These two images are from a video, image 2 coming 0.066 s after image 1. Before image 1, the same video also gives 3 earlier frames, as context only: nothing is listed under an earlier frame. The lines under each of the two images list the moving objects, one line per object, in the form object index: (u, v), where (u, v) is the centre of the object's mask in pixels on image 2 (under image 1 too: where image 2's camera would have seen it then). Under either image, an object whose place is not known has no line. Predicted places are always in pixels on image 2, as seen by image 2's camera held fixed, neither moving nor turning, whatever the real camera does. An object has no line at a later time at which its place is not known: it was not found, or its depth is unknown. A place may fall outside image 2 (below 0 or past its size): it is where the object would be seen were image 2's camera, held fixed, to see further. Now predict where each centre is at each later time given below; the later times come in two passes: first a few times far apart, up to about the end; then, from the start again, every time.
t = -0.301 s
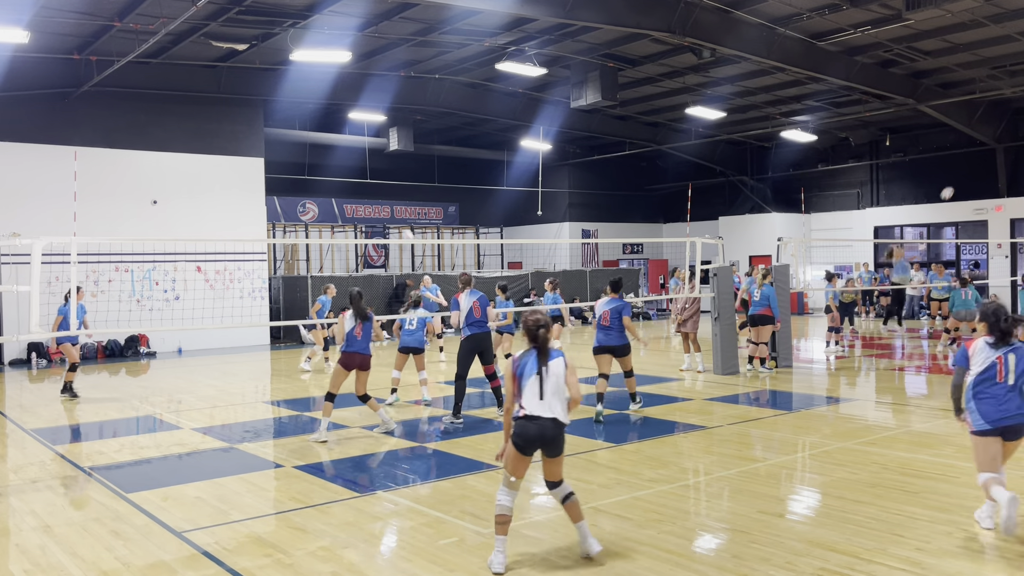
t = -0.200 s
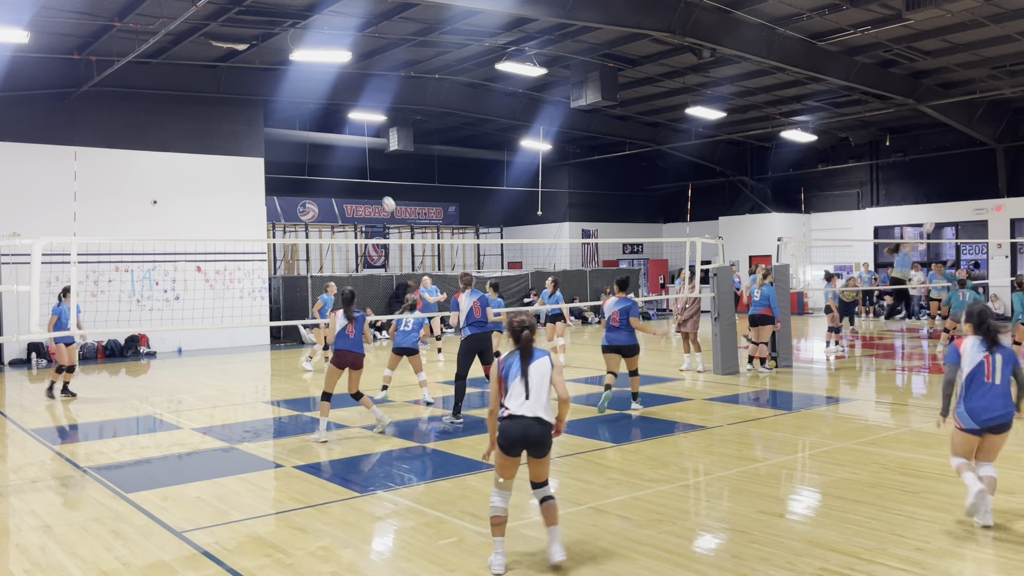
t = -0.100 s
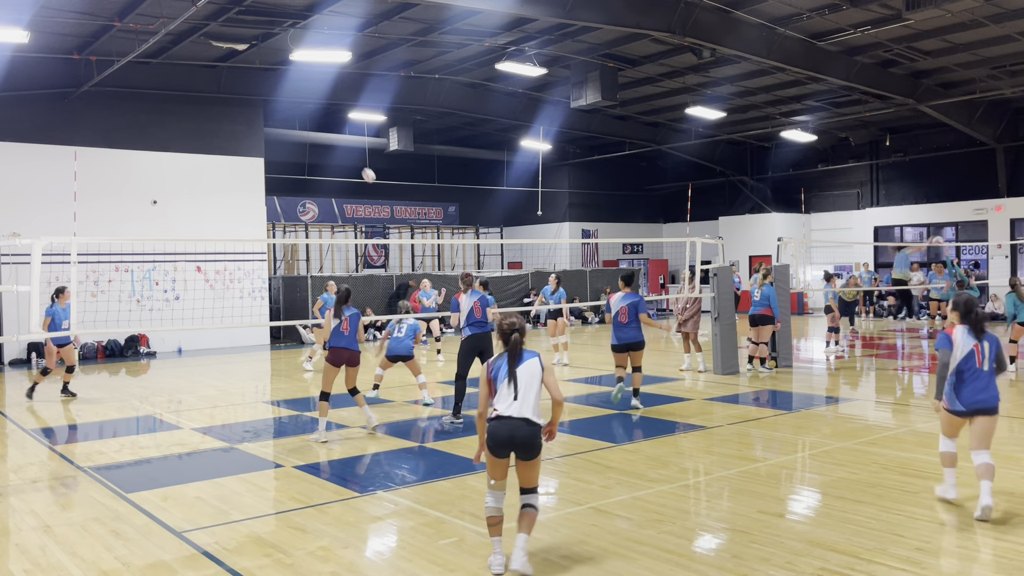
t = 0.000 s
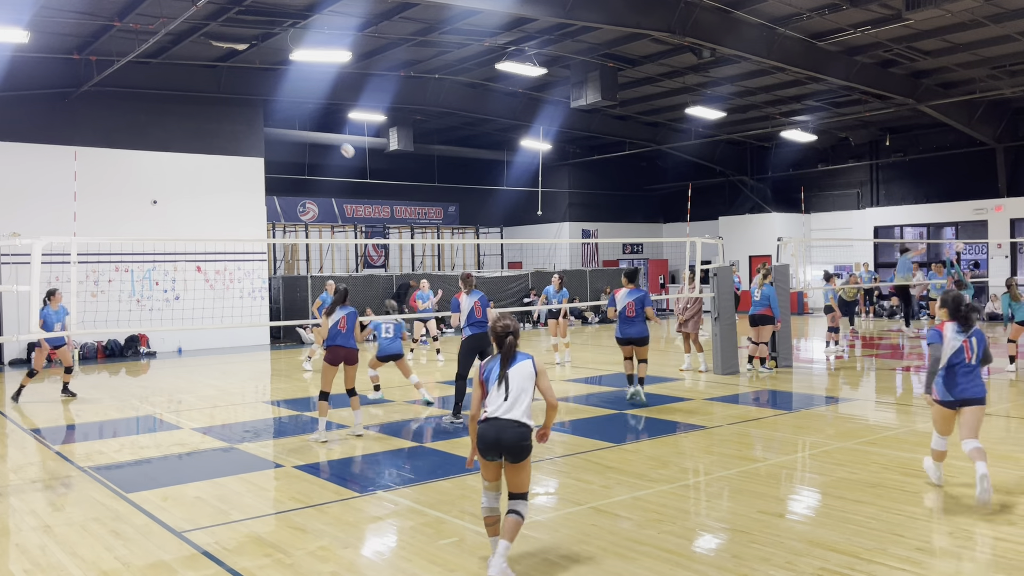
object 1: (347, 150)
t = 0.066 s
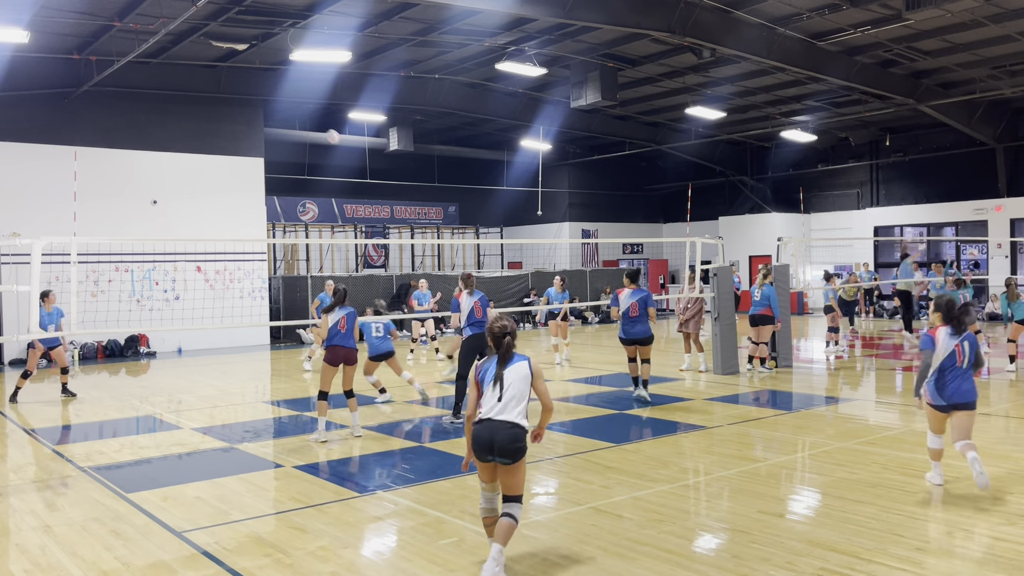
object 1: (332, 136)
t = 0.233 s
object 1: (295, 112)
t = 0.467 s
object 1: (238, 102)
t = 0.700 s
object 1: (178, 128)
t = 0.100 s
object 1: (325, 129)
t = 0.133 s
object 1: (318, 125)
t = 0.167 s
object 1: (311, 120)
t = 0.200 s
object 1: (303, 115)
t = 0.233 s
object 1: (295, 112)
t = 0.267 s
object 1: (287, 108)
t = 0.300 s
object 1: (279, 106)
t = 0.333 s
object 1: (272, 103)
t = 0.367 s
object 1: (263, 102)
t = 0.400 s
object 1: (255, 101)
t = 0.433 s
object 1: (247, 101)
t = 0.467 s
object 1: (238, 102)
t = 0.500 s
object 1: (230, 103)
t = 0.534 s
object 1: (221, 106)
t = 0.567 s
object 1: (213, 108)
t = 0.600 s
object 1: (204, 112)
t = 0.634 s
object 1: (195, 116)
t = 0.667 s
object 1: (187, 121)
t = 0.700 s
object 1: (178, 128)
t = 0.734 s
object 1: (169, 134)
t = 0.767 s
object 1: (160, 141)
